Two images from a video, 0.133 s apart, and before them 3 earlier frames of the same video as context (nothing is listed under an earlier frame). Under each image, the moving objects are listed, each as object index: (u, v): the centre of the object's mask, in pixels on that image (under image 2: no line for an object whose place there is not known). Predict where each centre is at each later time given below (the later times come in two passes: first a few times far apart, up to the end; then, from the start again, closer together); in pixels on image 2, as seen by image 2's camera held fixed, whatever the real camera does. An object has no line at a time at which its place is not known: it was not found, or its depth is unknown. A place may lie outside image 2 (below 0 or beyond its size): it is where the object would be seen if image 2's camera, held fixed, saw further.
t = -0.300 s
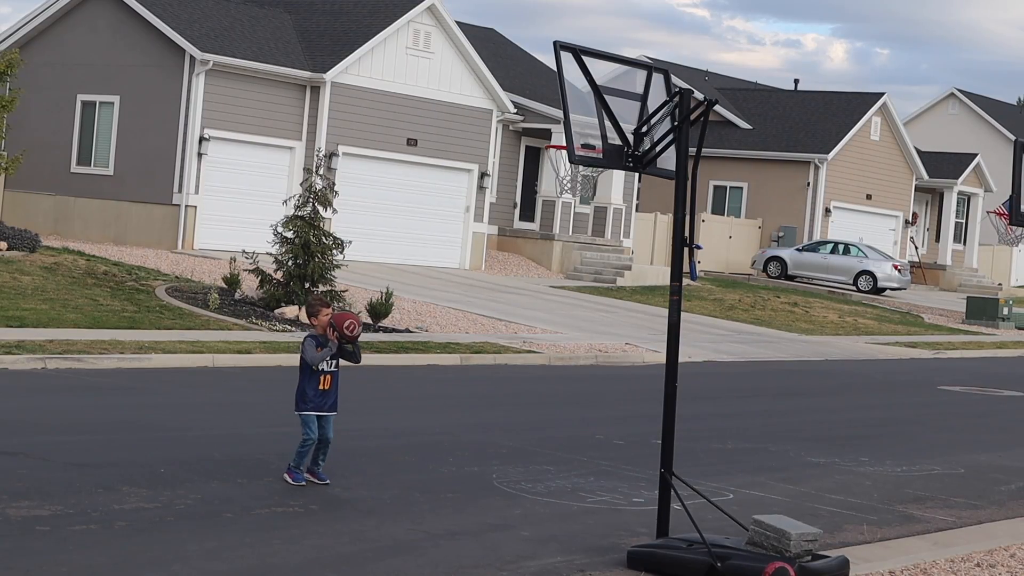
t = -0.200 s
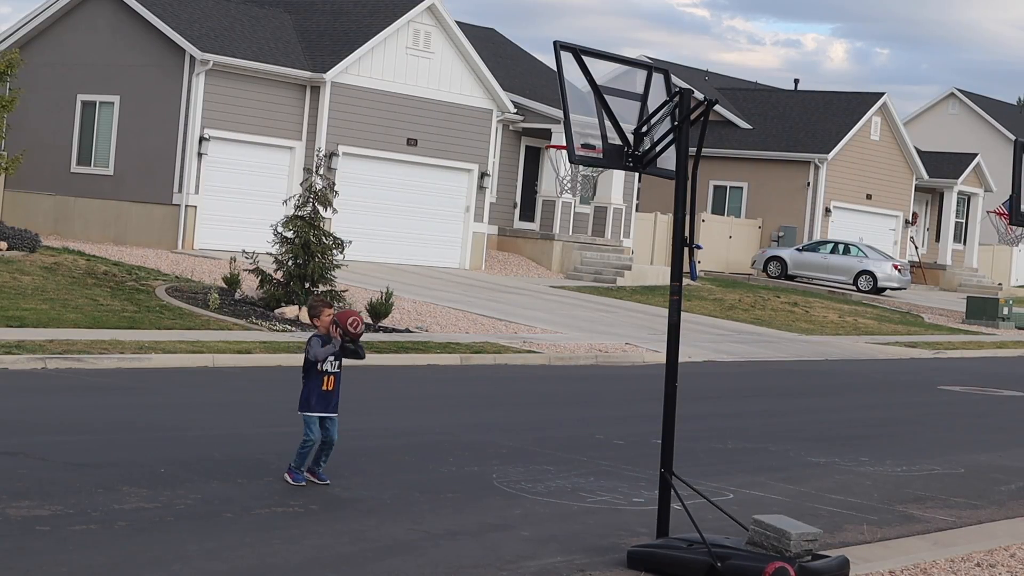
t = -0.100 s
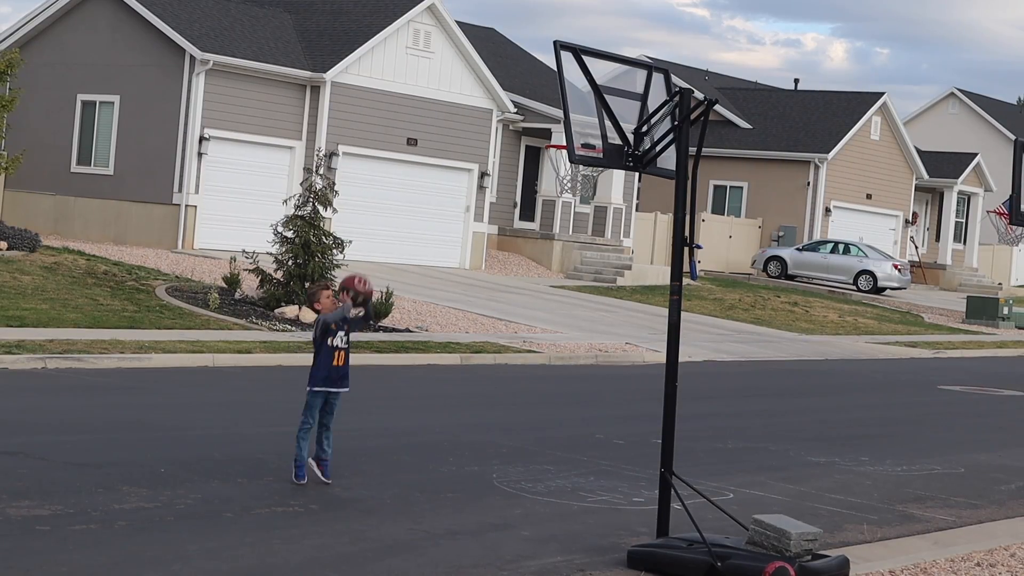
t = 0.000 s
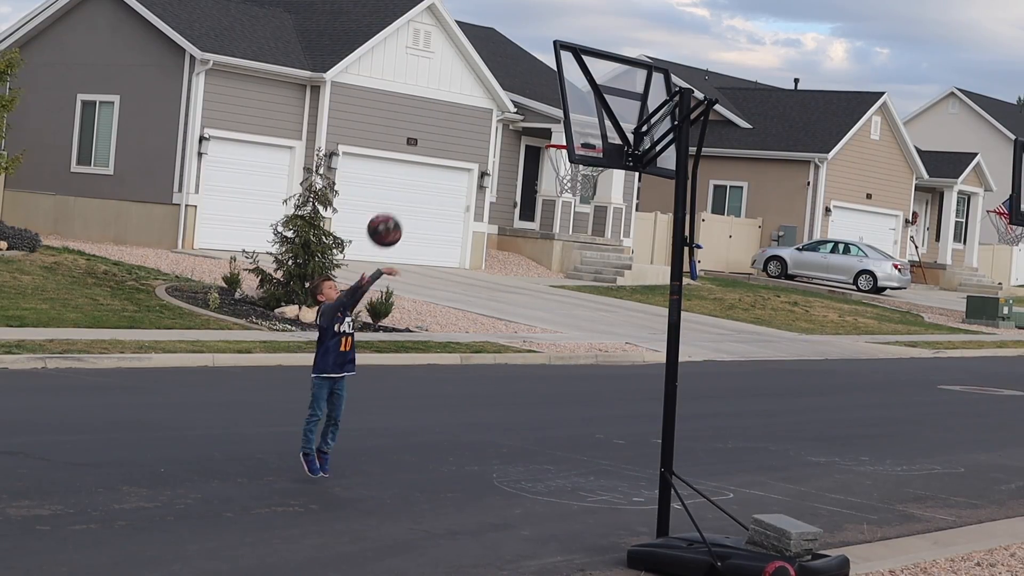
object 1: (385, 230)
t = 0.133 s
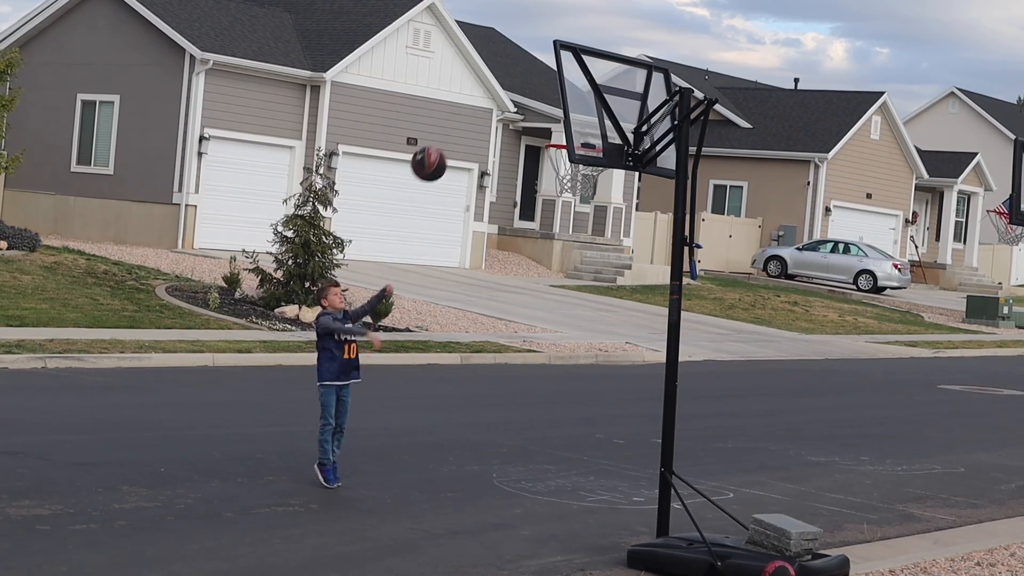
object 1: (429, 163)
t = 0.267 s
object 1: (473, 122)
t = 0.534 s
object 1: (552, 116)
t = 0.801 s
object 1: (593, 199)
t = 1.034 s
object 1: (561, 315)
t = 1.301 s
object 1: (520, 492)
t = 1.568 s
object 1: (491, 346)
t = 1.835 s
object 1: (455, 305)
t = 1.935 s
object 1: (439, 317)
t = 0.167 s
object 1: (440, 151)
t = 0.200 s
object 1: (451, 140)
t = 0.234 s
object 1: (461, 130)
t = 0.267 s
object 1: (473, 122)
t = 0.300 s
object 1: (483, 116)
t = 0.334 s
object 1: (493, 111)
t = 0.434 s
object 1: (525, 106)
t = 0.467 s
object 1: (536, 108)
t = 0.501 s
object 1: (546, 111)
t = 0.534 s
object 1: (552, 116)
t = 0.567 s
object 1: (557, 125)
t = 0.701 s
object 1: (600, 175)
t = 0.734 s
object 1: (600, 181)
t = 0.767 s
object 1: (597, 188)
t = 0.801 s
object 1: (593, 199)
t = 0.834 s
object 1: (589, 210)
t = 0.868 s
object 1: (586, 224)
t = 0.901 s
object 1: (581, 239)
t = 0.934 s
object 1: (576, 255)
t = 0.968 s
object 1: (571, 273)
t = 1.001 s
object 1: (566, 293)
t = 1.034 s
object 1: (561, 315)
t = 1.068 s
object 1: (556, 339)
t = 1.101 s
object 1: (551, 365)
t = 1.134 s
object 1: (546, 393)
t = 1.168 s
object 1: (541, 421)
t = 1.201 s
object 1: (535, 451)
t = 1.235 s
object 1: (530, 482)
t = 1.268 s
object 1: (524, 514)
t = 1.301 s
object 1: (520, 492)
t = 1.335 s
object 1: (517, 468)
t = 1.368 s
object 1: (514, 446)
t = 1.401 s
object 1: (510, 425)
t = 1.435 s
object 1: (507, 406)
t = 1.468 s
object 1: (503, 388)
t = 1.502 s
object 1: (499, 373)
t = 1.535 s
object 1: (495, 358)
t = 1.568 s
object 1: (491, 346)
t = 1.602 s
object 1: (488, 335)
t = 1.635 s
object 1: (483, 325)
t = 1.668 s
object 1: (479, 318)
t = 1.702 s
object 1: (474, 312)
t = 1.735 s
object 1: (470, 308)
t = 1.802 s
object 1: (460, 304)
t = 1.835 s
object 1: (455, 305)
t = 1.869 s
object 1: (450, 307)
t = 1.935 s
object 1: (439, 317)
